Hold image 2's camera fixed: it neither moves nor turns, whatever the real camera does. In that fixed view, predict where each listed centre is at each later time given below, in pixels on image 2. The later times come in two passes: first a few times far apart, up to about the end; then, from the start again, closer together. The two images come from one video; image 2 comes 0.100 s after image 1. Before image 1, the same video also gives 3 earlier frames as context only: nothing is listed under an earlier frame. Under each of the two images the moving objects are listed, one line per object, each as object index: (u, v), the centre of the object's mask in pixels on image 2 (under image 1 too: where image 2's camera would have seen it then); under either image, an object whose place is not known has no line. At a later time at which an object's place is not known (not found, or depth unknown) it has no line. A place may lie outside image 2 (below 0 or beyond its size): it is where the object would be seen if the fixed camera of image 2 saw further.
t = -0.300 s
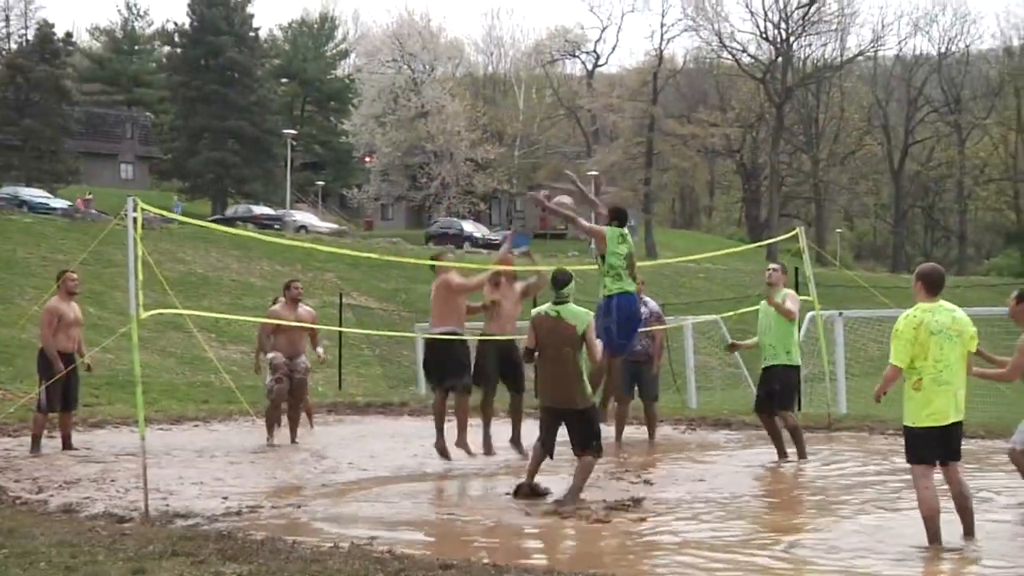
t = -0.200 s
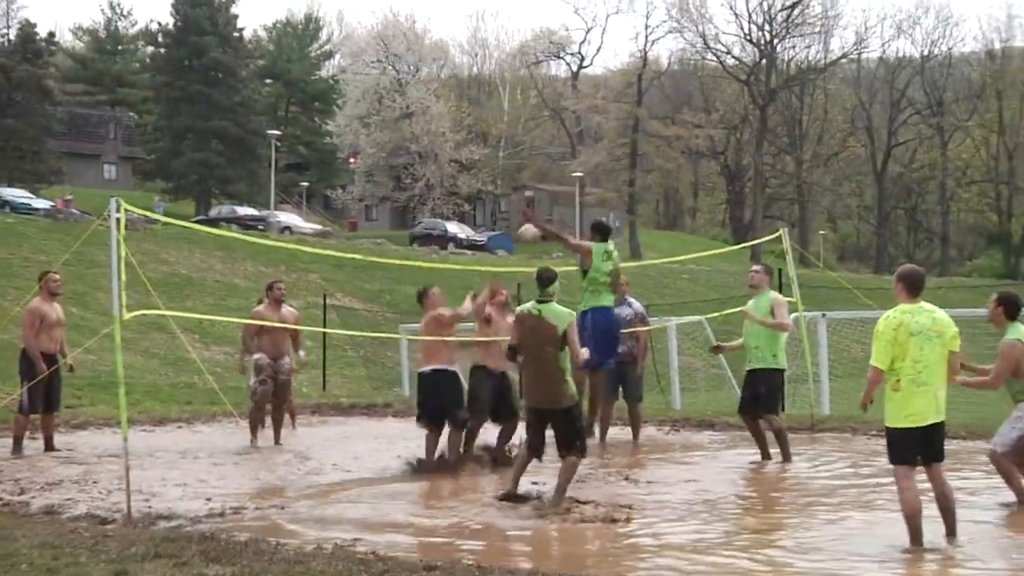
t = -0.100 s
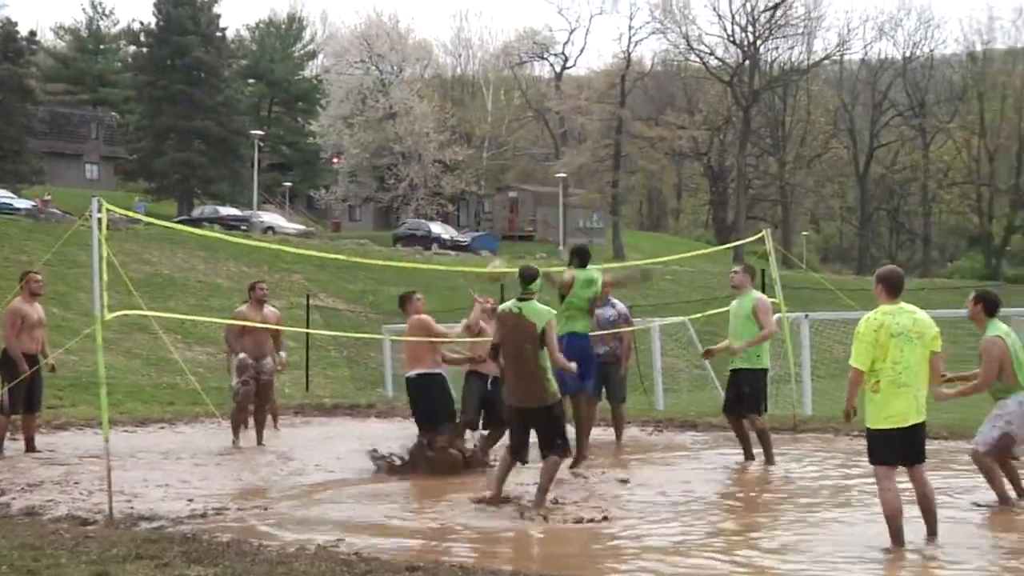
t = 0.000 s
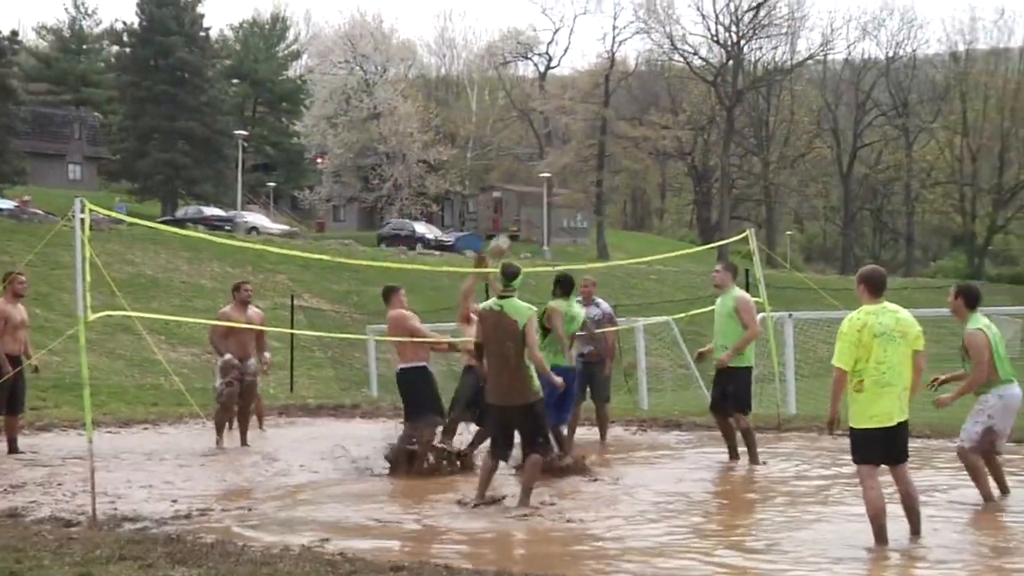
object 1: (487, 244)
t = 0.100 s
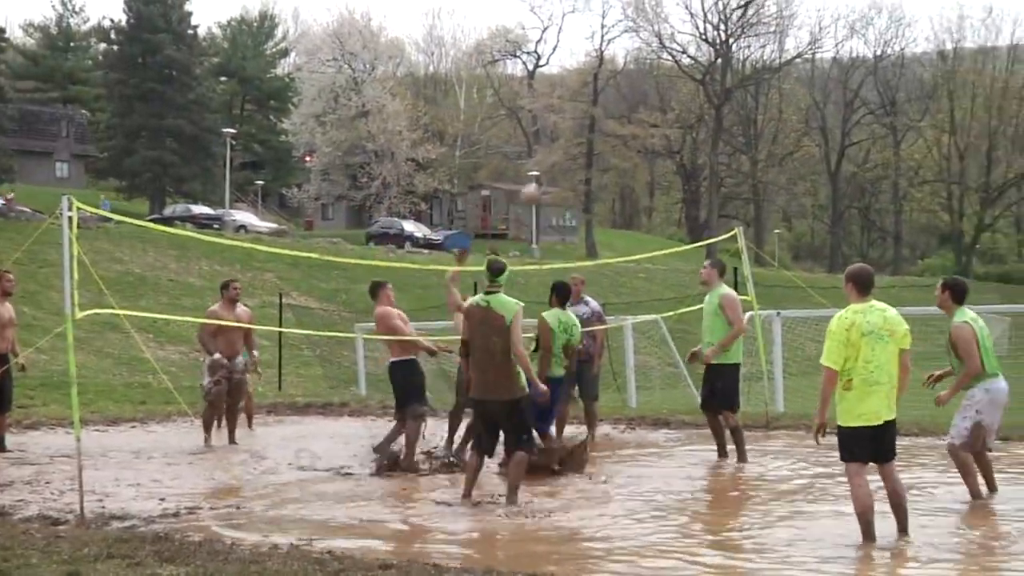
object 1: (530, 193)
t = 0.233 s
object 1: (585, 142)
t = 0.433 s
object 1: (659, 109)
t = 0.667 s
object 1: (737, 116)
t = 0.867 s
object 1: (797, 159)
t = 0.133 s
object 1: (544, 179)
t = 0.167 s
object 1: (558, 164)
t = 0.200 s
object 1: (571, 154)
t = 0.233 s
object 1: (585, 142)
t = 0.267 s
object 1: (597, 136)
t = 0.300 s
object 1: (610, 126)
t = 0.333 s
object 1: (622, 121)
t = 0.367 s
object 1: (634, 116)
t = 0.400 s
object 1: (647, 111)
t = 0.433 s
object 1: (659, 109)
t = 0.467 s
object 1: (670, 108)
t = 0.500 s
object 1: (682, 106)
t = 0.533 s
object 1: (693, 106)
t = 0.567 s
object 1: (704, 107)
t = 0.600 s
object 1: (715, 108)
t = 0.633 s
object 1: (726, 112)
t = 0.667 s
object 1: (737, 116)
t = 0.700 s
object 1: (746, 122)
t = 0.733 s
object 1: (757, 126)
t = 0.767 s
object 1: (768, 133)
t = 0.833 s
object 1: (787, 150)
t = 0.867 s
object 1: (797, 159)
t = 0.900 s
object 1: (806, 169)
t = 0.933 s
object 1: (814, 179)
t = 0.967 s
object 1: (825, 192)
